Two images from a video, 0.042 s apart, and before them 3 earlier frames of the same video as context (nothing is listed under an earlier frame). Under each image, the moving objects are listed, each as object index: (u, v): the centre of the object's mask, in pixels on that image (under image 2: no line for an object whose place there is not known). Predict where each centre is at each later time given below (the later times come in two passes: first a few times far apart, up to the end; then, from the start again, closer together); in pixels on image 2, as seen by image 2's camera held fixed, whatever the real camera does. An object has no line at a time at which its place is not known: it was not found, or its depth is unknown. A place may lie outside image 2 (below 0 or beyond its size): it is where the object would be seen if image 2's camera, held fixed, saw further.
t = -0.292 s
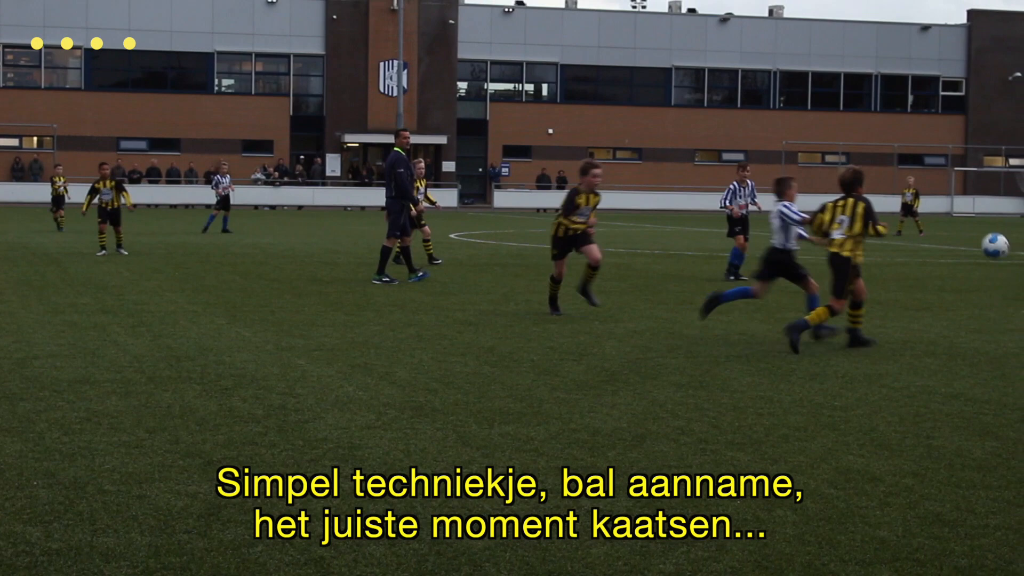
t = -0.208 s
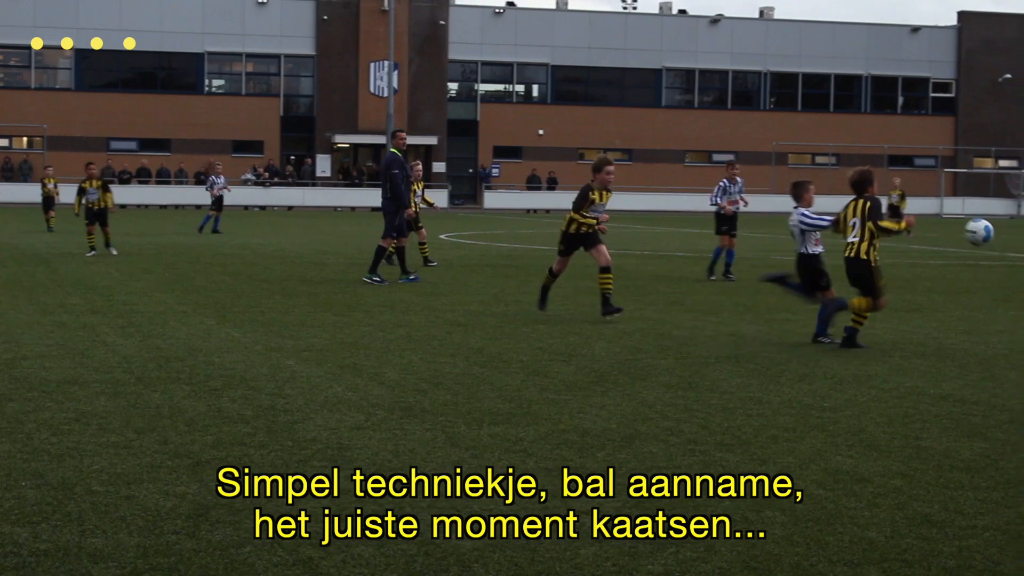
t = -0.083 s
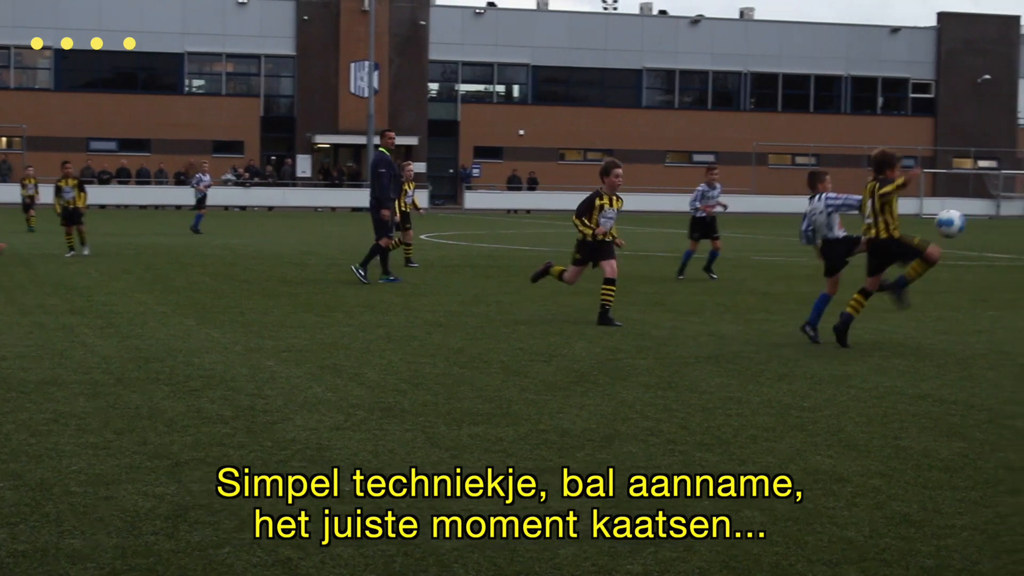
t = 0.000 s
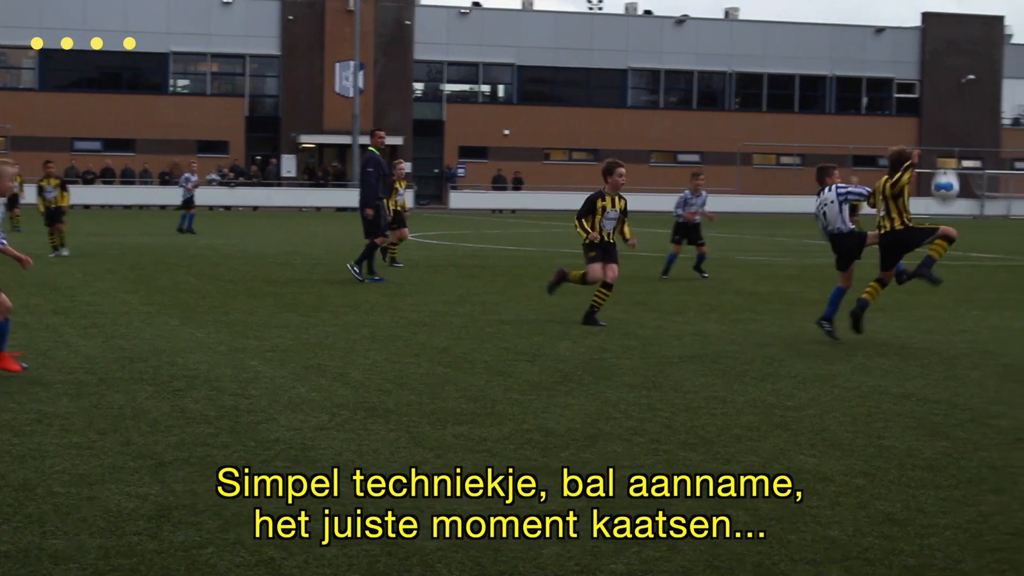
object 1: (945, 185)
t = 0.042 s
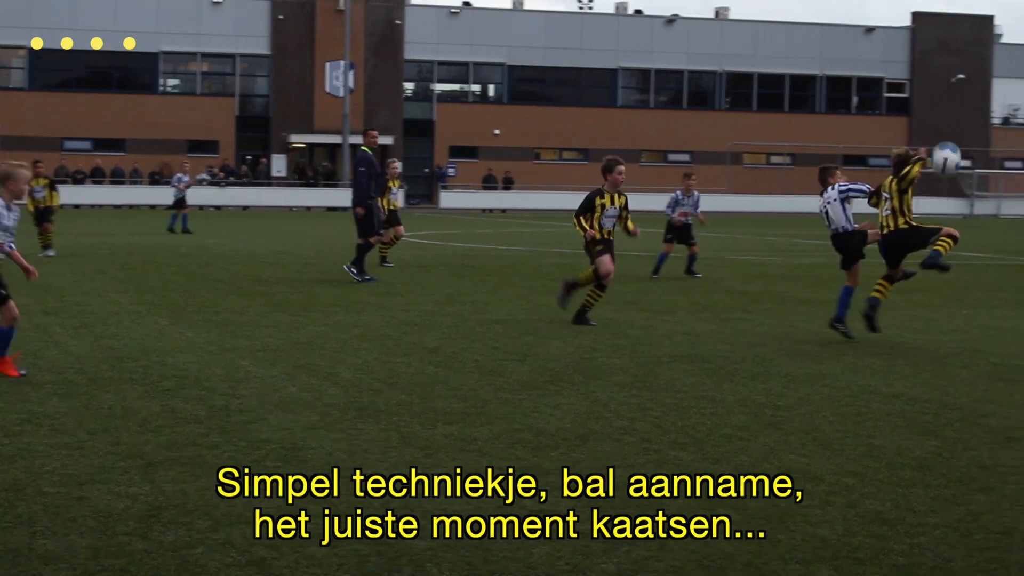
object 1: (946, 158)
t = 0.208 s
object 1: (990, 72)
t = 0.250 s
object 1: (1001, 55)
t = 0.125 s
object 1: (968, 111)
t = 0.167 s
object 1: (979, 90)
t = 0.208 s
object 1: (990, 72)
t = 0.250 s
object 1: (1001, 55)
